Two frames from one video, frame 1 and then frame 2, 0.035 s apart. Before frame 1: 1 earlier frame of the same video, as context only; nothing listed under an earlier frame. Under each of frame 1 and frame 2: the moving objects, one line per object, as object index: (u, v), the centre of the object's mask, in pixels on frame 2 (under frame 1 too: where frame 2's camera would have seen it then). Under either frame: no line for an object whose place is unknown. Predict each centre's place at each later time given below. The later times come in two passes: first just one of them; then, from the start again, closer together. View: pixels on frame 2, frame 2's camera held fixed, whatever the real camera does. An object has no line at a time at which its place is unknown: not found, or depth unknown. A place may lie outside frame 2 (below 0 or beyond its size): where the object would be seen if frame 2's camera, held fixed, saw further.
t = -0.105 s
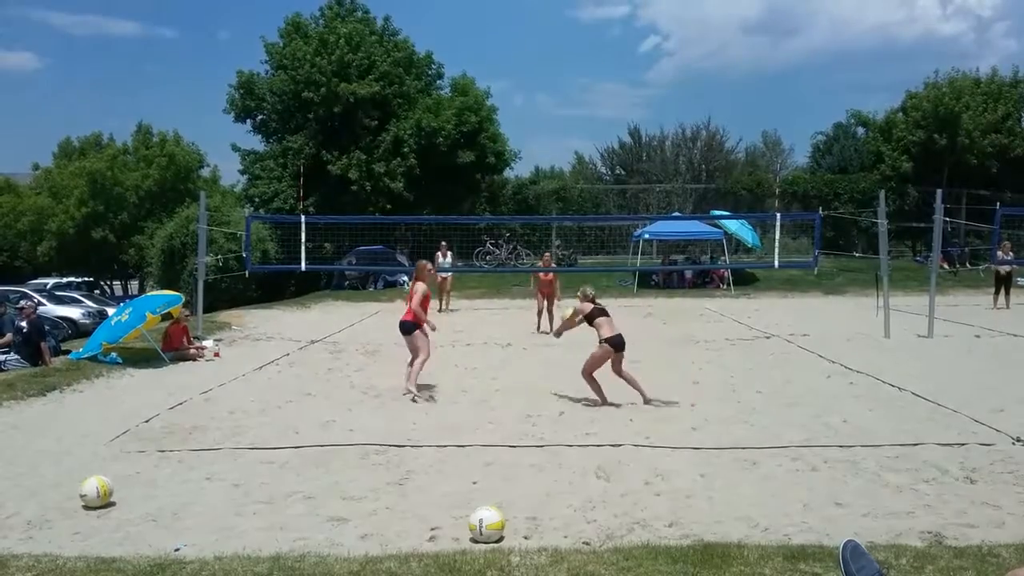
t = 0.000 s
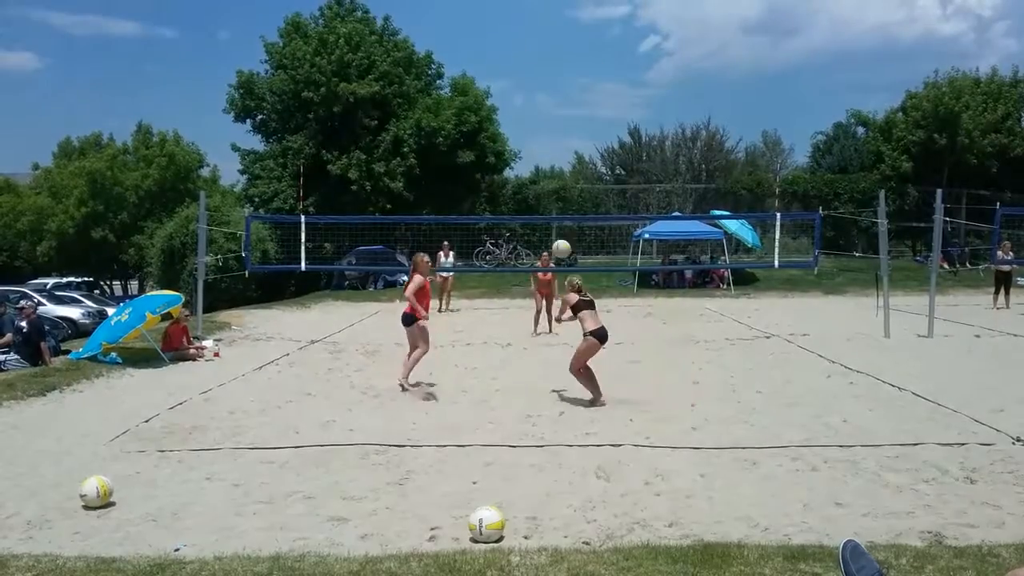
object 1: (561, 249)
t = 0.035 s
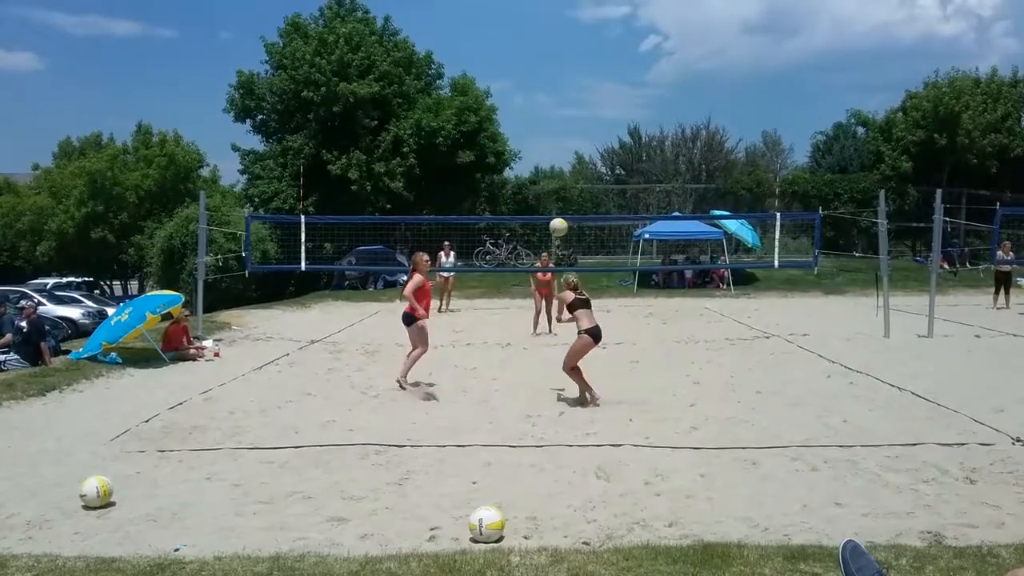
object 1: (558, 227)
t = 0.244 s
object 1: (543, 118)
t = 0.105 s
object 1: (553, 187)
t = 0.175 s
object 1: (548, 150)
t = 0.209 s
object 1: (545, 133)
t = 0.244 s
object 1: (543, 118)
